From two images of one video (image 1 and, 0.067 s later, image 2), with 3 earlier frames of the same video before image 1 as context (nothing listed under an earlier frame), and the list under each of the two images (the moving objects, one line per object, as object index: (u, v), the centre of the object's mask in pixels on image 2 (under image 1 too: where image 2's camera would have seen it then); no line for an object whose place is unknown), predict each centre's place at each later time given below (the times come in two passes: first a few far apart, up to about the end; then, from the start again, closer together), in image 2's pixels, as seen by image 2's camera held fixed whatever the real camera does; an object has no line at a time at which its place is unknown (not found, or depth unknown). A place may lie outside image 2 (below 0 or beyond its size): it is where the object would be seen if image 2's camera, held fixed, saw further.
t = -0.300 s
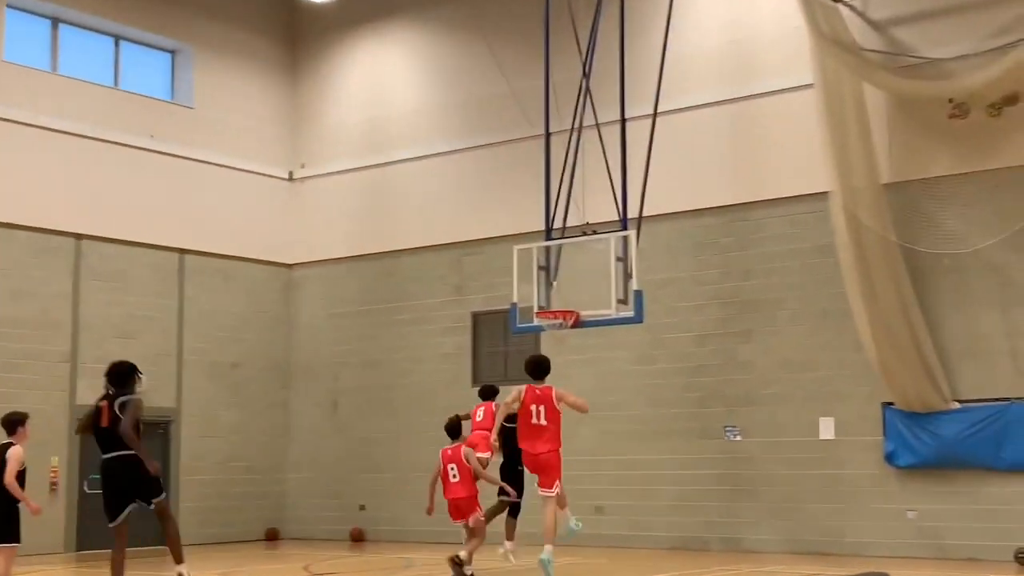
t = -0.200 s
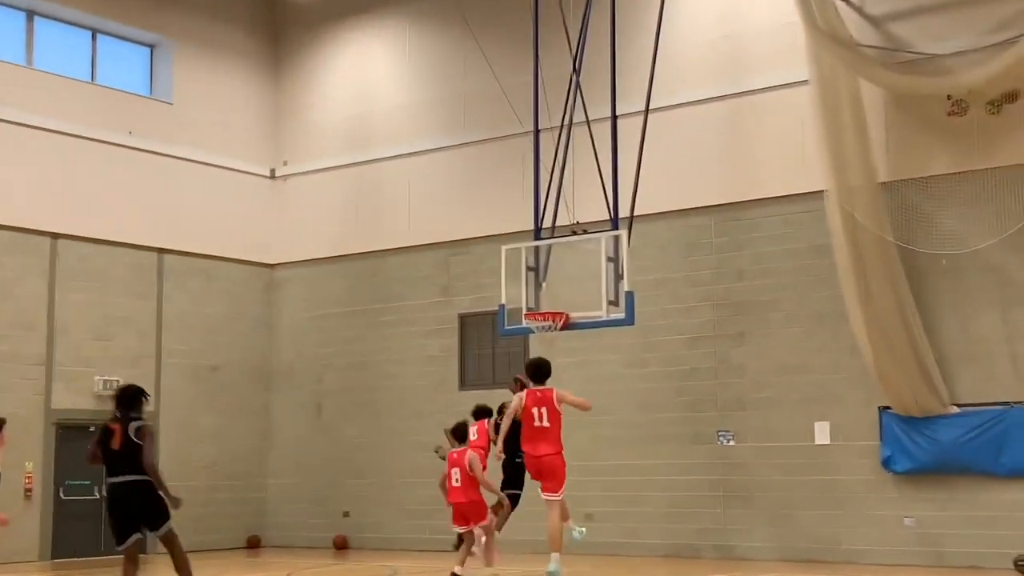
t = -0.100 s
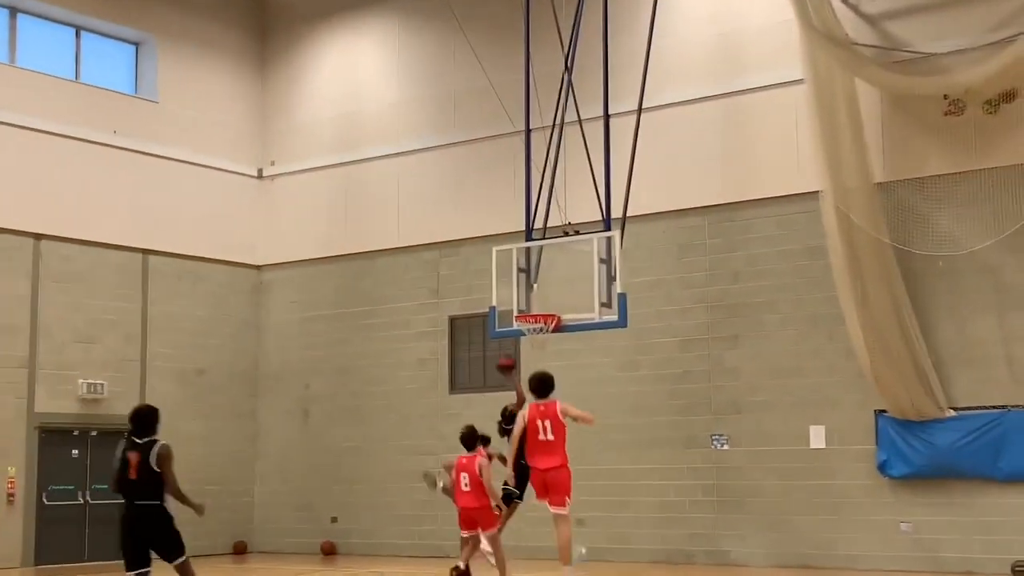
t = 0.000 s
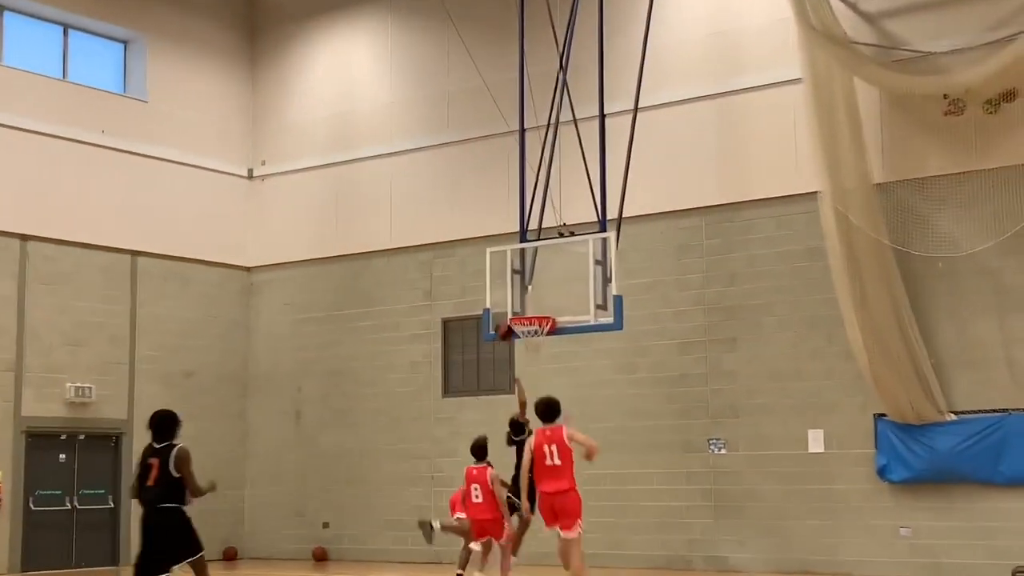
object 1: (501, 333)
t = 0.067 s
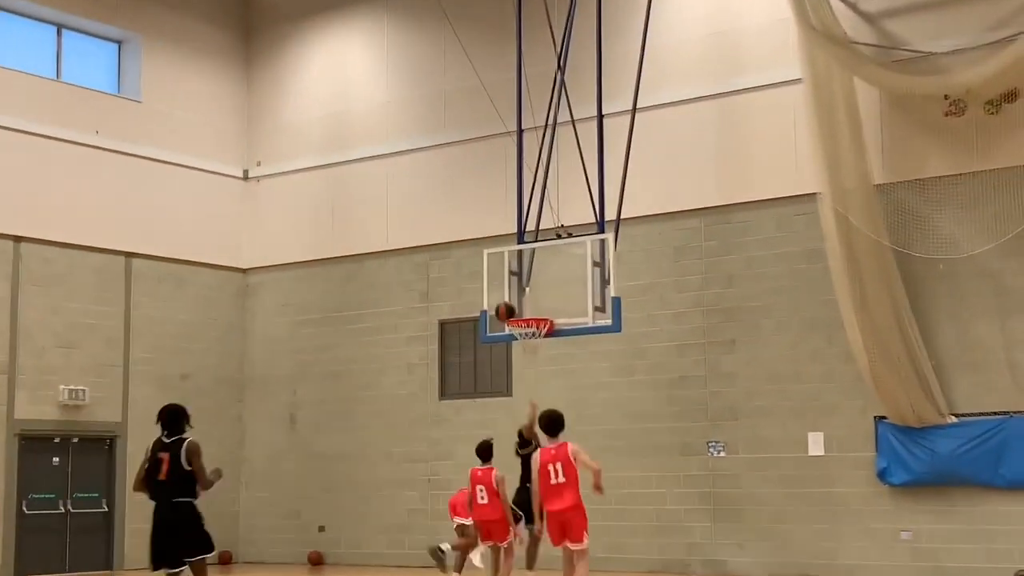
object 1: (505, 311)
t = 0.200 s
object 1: (513, 282)
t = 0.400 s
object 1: (520, 269)
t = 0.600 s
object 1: (528, 290)
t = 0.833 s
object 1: (525, 286)
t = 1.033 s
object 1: (518, 279)
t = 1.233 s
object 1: (512, 308)
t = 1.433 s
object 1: (533, 308)
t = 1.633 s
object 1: (534, 307)
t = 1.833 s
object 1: (532, 336)
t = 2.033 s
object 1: (528, 365)
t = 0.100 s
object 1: (507, 303)
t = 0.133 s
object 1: (509, 295)
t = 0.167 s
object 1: (510, 288)
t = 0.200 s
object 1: (513, 282)
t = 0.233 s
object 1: (515, 277)
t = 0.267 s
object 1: (516, 274)
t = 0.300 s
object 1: (517, 271)
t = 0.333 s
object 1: (518, 269)
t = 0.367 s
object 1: (519, 269)
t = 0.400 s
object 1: (520, 269)
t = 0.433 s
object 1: (521, 271)
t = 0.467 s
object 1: (522, 272)
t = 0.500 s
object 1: (524, 276)
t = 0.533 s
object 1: (525, 279)
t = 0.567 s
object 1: (526, 284)
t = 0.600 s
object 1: (528, 290)
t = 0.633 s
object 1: (529, 297)
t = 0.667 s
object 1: (530, 304)
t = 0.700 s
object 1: (530, 308)
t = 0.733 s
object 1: (529, 301)
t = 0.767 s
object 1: (527, 295)
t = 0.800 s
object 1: (526, 290)
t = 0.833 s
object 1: (525, 286)
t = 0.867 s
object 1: (524, 282)
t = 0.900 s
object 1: (523, 280)
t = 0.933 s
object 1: (521, 278)
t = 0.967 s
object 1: (521, 278)
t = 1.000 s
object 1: (519, 278)
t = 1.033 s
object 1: (518, 279)
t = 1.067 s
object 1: (518, 282)
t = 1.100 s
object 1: (516, 284)
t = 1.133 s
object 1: (515, 289)
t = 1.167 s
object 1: (514, 293)
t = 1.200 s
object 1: (512, 300)
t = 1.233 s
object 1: (512, 308)
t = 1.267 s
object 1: (512, 310)
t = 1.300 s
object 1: (516, 308)
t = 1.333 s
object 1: (520, 307)
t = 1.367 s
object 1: (525, 307)
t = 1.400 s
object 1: (529, 307)
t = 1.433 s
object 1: (533, 308)
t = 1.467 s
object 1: (536, 309)
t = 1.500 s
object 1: (536, 307)
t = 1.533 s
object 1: (535, 306)
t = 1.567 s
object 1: (535, 306)
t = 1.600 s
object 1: (534, 306)
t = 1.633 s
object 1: (534, 307)
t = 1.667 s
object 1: (534, 309)
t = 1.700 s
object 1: (533, 310)
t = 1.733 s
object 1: (533, 313)
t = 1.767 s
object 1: (533, 315)
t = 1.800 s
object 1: (532, 331)
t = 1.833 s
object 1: (532, 336)
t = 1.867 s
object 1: (531, 342)
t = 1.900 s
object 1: (530, 343)
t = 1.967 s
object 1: (529, 352)
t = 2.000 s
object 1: (529, 359)
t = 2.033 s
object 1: (528, 365)
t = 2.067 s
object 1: (528, 372)
